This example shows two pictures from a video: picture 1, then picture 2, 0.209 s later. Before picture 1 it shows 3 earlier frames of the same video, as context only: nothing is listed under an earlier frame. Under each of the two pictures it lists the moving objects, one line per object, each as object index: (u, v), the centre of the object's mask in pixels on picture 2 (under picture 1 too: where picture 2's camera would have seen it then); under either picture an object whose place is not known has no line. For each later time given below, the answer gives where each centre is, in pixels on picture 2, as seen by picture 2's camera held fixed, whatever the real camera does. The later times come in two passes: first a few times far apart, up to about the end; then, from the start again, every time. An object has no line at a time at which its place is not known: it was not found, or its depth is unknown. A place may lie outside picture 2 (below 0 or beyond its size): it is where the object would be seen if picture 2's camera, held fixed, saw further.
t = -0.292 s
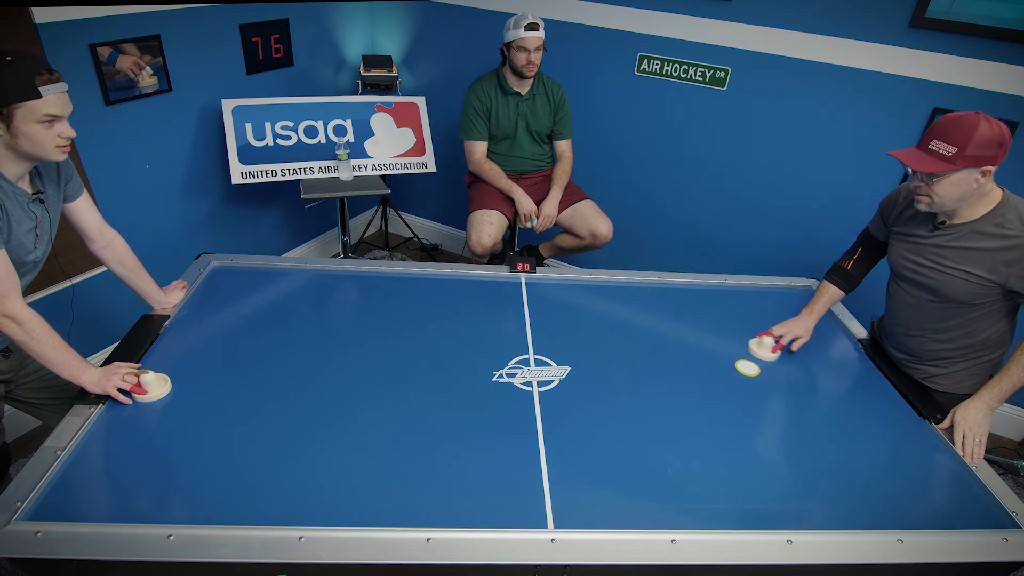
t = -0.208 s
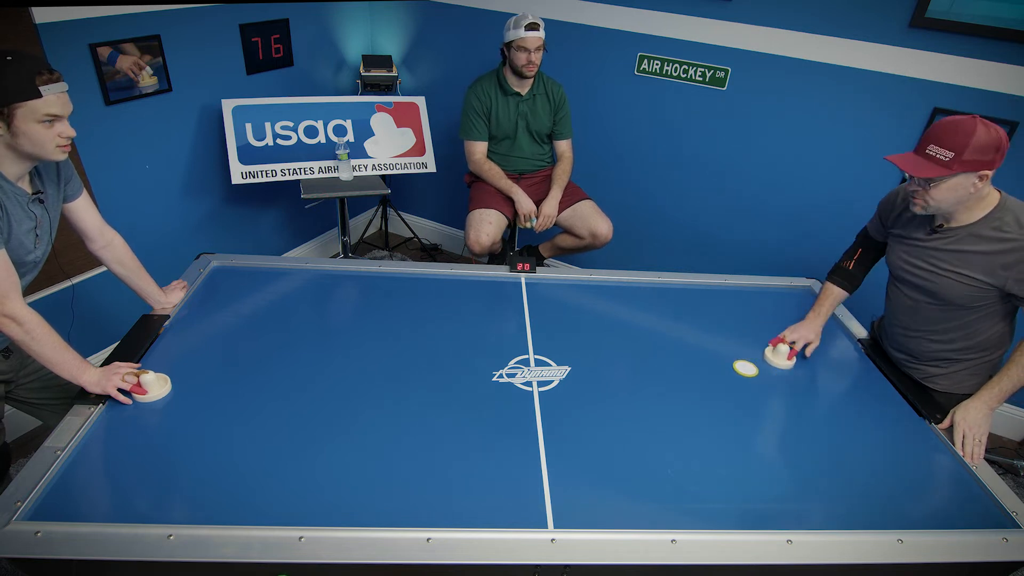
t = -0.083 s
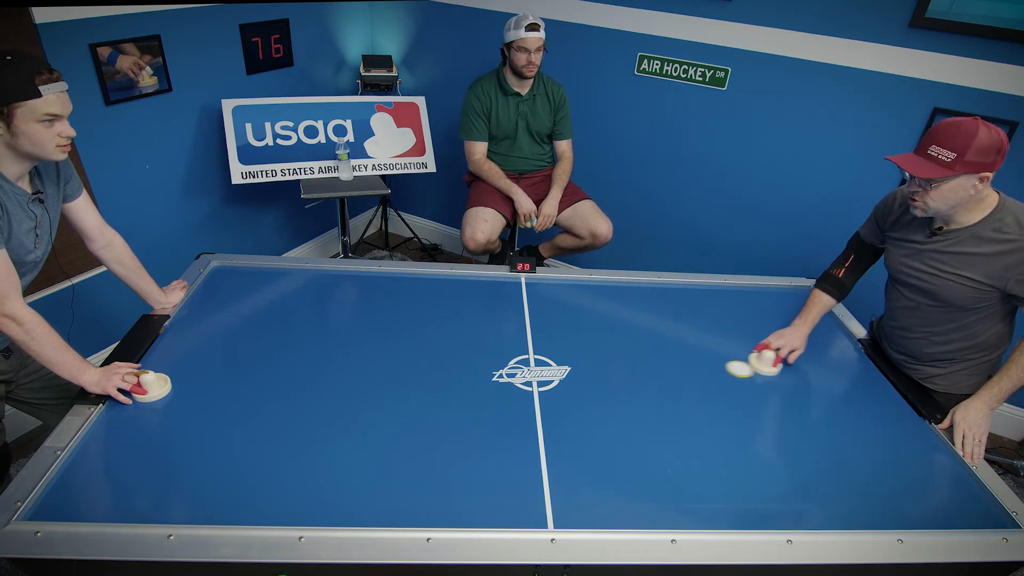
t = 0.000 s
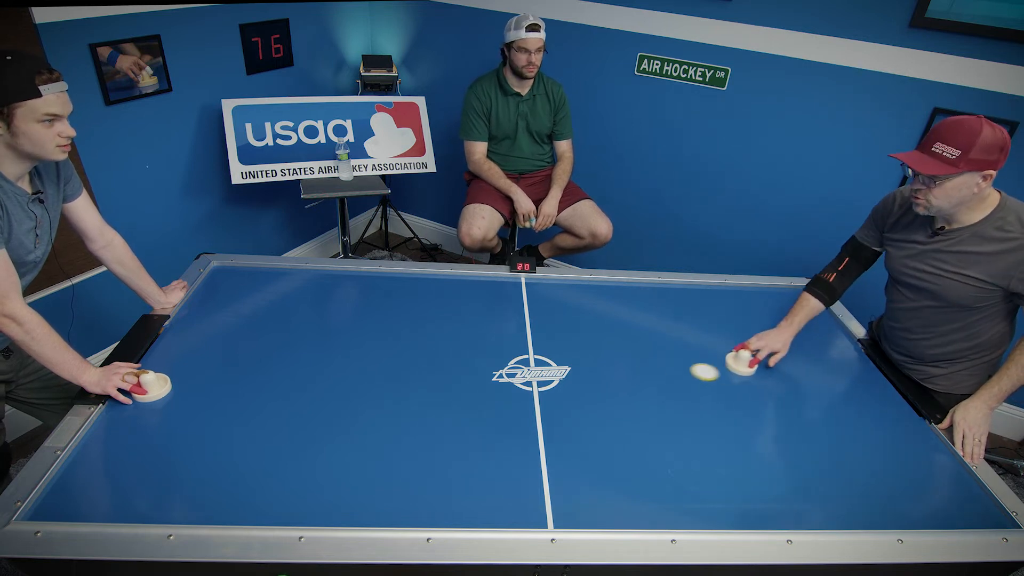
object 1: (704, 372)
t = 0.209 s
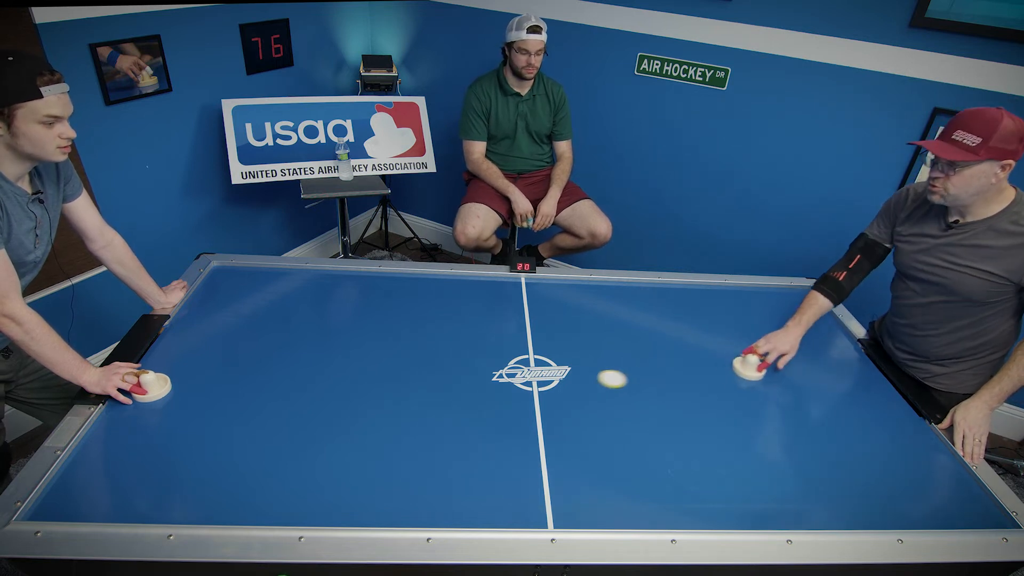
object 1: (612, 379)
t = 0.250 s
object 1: (593, 380)
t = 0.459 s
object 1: (493, 387)
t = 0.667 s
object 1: (388, 393)
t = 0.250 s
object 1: (593, 380)
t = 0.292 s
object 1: (574, 382)
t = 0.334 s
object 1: (554, 383)
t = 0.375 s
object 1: (534, 384)
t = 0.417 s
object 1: (514, 386)
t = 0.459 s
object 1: (493, 387)
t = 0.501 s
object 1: (473, 388)
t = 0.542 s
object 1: (452, 389)
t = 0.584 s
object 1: (431, 390)
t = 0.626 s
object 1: (409, 391)
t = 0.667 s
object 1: (388, 393)
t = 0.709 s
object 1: (366, 394)
